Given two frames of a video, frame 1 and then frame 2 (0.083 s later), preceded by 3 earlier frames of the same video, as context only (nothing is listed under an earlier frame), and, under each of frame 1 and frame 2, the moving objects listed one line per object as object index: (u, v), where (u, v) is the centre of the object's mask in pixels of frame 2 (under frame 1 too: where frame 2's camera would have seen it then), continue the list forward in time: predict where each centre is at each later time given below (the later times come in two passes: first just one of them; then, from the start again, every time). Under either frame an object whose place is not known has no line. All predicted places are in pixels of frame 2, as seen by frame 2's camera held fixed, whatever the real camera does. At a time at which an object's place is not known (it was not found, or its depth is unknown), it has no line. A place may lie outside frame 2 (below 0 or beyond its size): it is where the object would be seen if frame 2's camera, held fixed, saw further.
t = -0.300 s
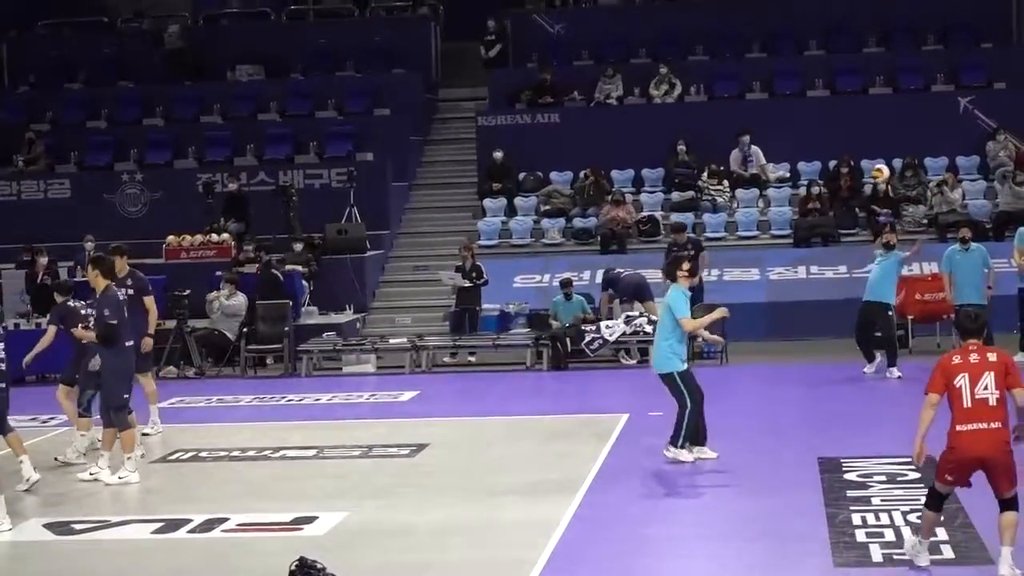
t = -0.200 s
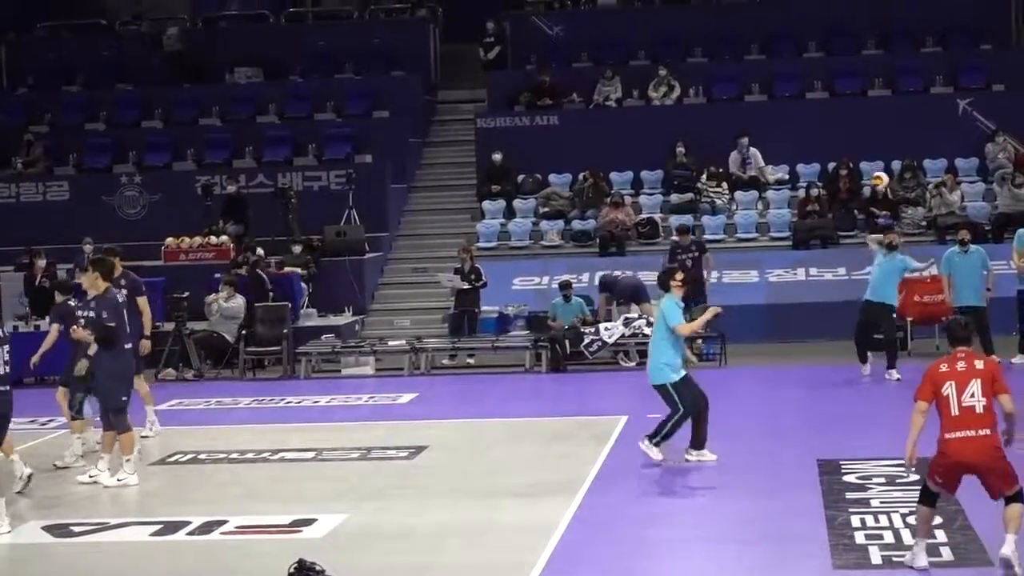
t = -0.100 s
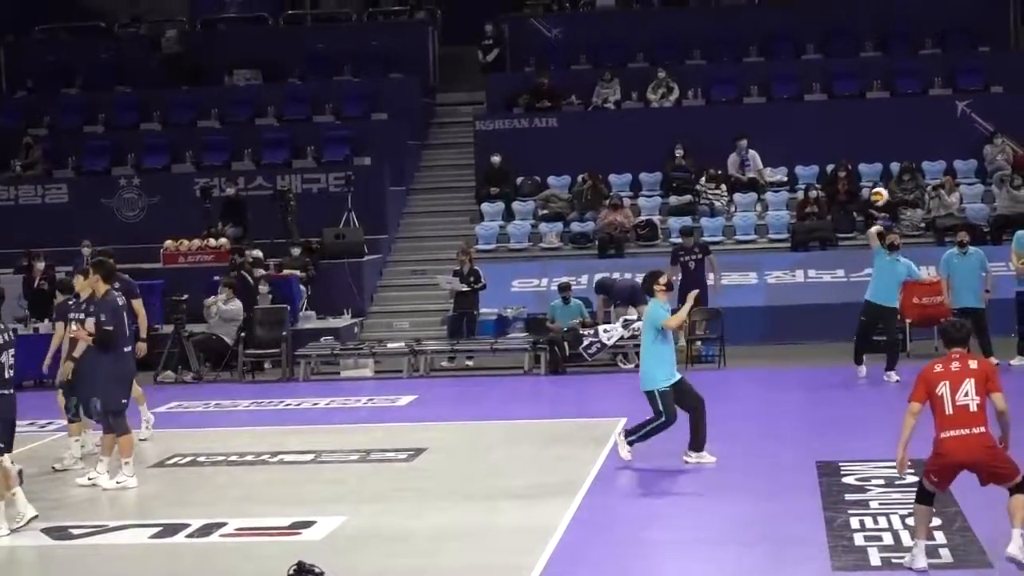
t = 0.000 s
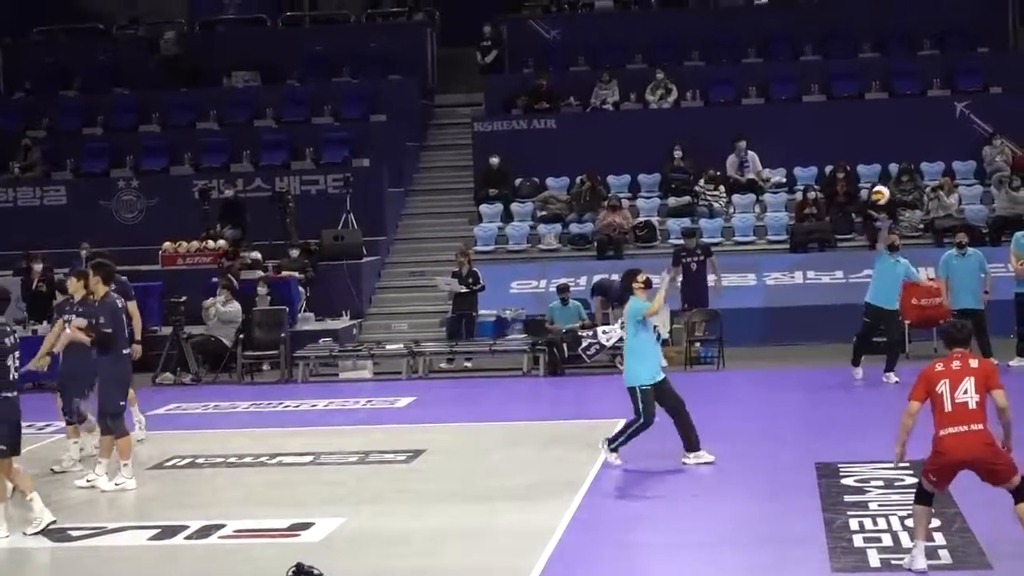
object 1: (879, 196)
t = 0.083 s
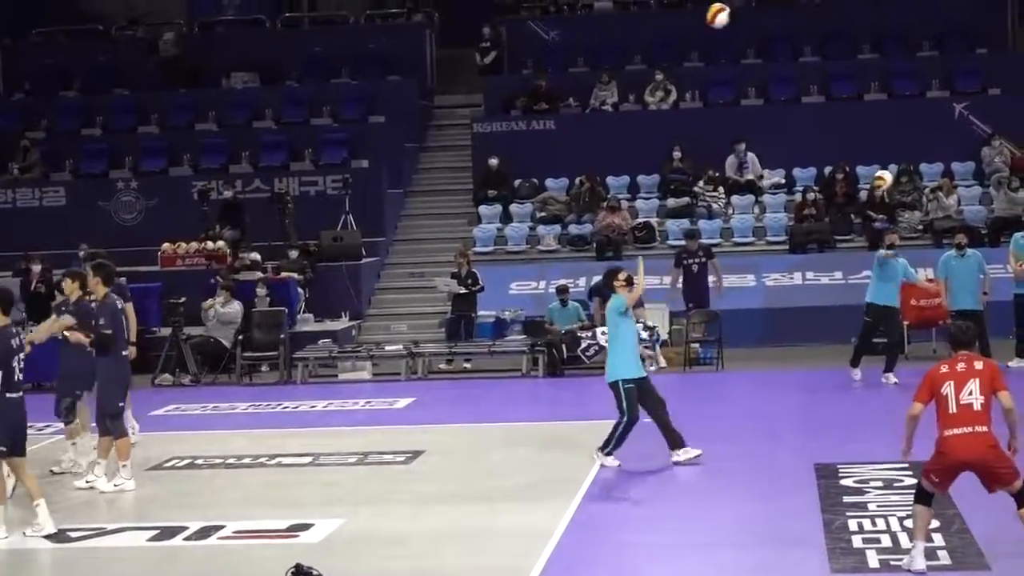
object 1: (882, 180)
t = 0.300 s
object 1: (897, 158)
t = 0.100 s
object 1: (884, 177)
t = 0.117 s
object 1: (884, 174)
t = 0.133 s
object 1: (886, 172)
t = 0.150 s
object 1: (886, 169)
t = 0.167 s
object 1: (887, 167)
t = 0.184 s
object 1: (888, 165)
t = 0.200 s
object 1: (889, 163)
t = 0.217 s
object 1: (890, 162)
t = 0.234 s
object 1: (891, 160)
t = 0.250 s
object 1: (892, 159)
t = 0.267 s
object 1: (894, 158)
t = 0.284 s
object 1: (895, 158)
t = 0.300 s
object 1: (897, 158)
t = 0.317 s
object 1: (898, 158)
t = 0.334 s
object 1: (900, 159)
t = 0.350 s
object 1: (901, 159)
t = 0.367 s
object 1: (903, 160)
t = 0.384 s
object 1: (905, 161)
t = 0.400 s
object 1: (907, 163)
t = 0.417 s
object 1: (910, 165)
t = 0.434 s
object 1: (911, 167)
